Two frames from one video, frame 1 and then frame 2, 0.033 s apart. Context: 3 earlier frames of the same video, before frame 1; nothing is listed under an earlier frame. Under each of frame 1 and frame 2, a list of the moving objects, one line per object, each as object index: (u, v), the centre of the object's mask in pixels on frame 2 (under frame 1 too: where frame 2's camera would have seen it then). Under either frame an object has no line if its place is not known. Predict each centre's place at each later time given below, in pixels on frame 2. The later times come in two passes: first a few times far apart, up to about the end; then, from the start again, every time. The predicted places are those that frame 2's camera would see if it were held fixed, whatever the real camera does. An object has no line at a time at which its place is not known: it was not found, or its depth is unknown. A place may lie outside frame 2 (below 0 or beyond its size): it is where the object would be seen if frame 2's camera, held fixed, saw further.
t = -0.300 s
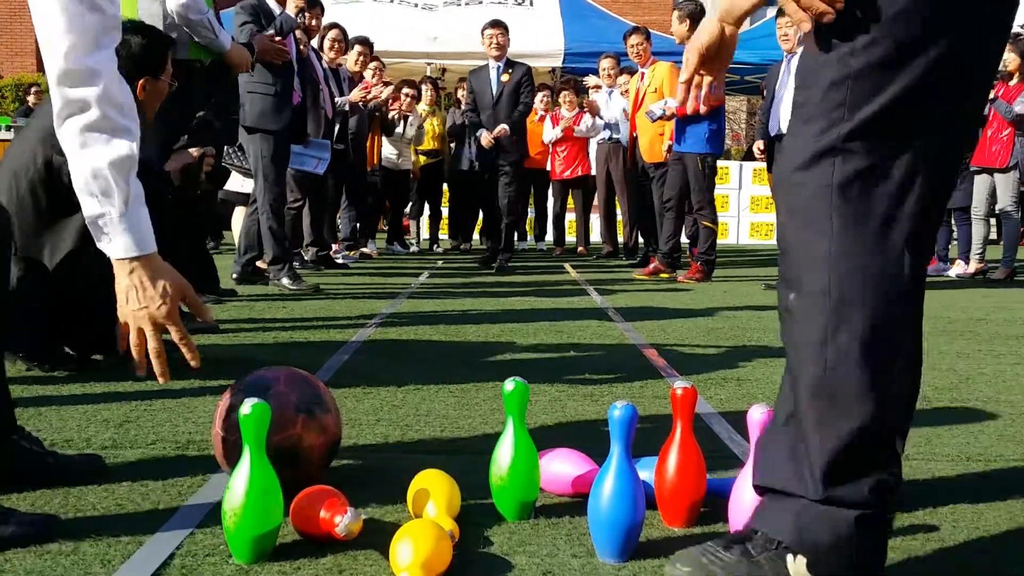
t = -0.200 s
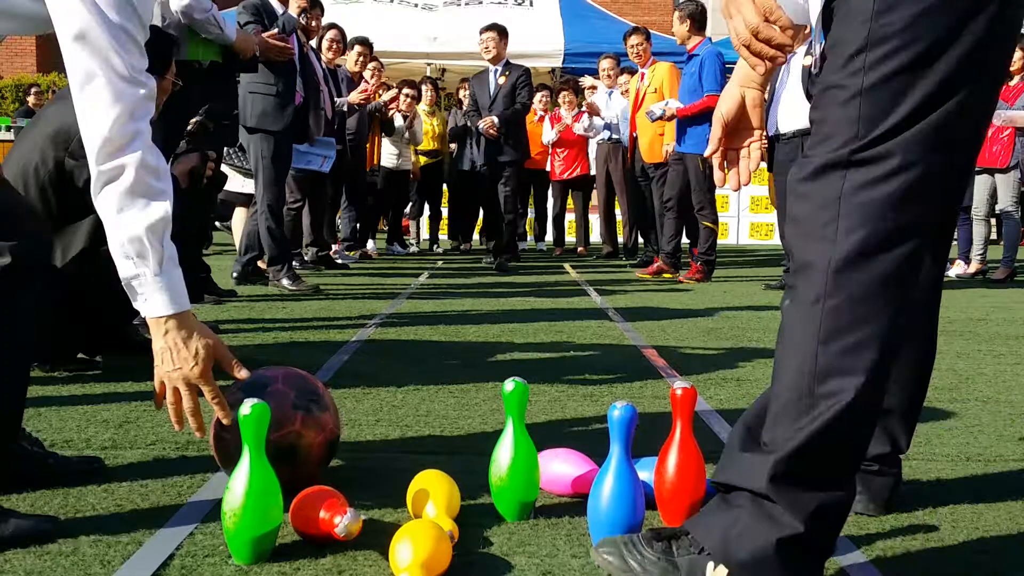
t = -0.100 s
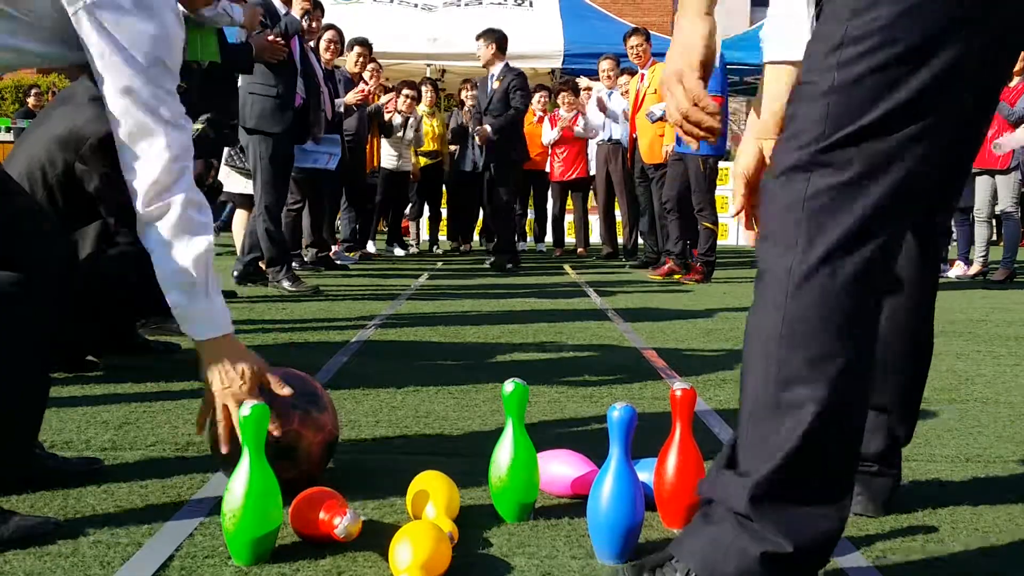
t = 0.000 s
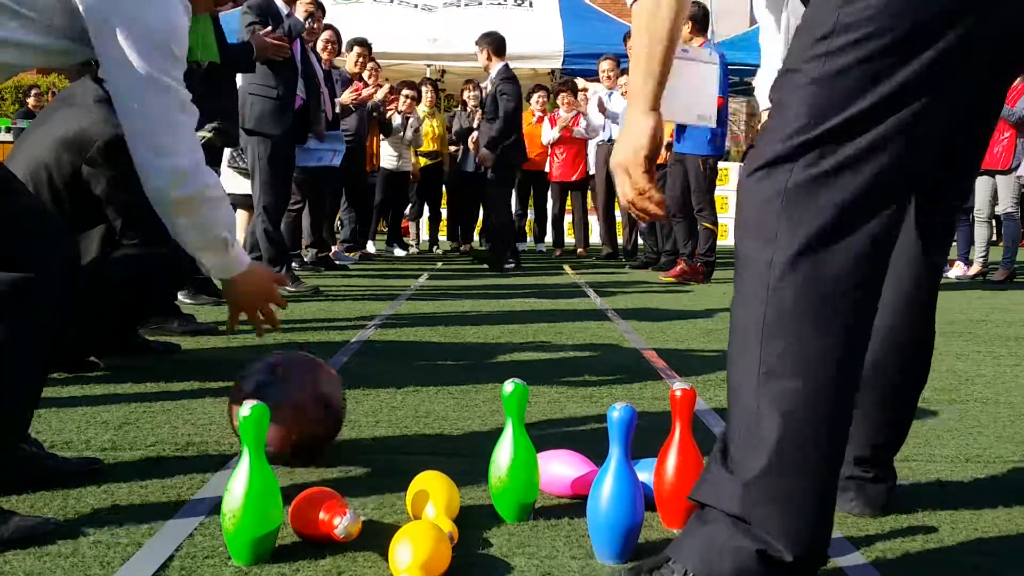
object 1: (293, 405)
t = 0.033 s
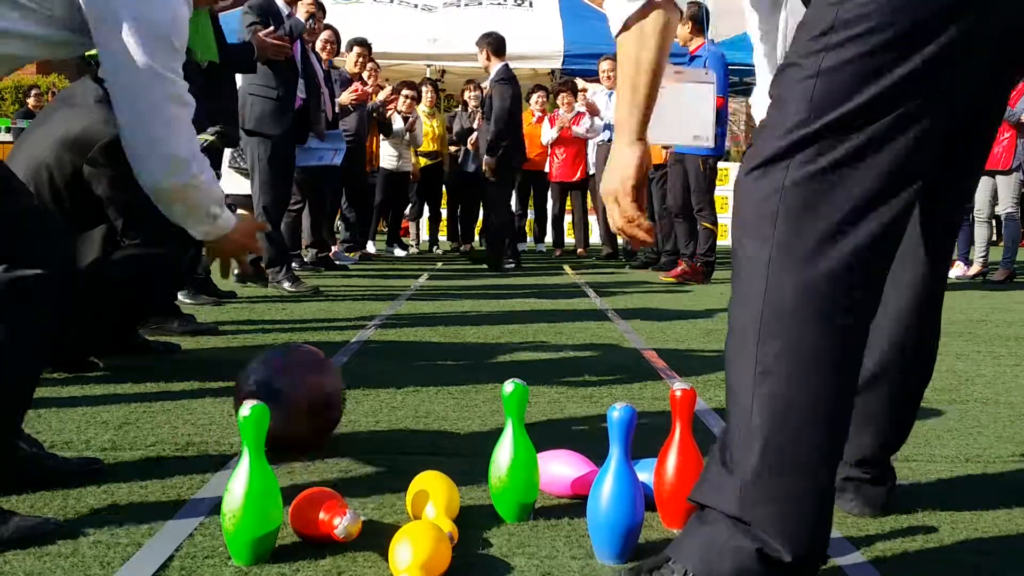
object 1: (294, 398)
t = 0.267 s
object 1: (301, 352)
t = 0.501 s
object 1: (305, 325)
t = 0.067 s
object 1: (295, 390)
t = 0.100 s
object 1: (295, 382)
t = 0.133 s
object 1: (295, 376)
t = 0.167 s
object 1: (296, 369)
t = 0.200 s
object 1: (297, 364)
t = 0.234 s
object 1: (299, 359)
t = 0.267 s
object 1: (301, 352)
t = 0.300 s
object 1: (300, 347)
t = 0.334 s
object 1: (301, 344)
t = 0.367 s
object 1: (301, 339)
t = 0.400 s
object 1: (302, 336)
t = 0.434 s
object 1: (302, 335)
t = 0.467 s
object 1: (304, 329)
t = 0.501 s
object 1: (305, 325)
